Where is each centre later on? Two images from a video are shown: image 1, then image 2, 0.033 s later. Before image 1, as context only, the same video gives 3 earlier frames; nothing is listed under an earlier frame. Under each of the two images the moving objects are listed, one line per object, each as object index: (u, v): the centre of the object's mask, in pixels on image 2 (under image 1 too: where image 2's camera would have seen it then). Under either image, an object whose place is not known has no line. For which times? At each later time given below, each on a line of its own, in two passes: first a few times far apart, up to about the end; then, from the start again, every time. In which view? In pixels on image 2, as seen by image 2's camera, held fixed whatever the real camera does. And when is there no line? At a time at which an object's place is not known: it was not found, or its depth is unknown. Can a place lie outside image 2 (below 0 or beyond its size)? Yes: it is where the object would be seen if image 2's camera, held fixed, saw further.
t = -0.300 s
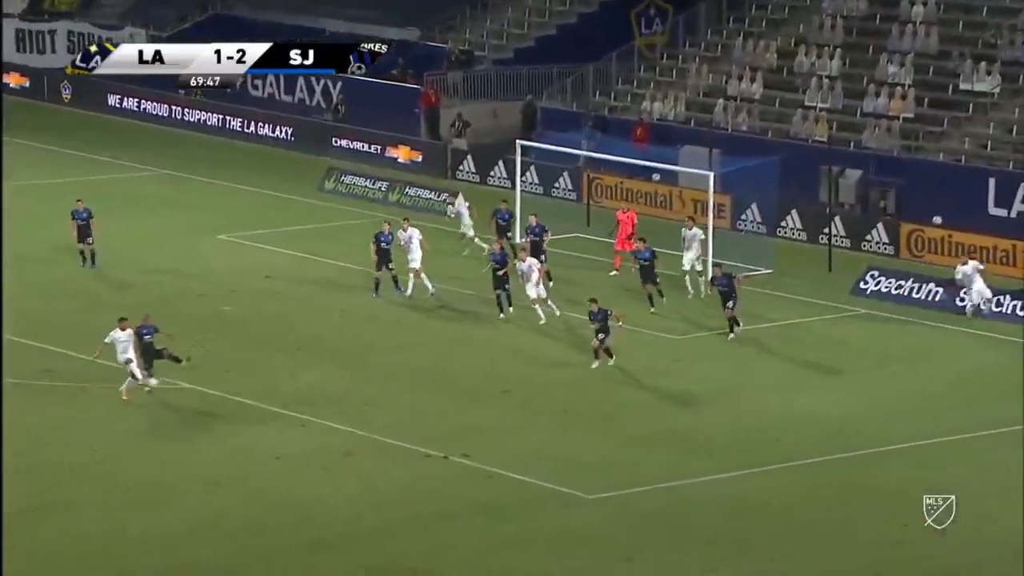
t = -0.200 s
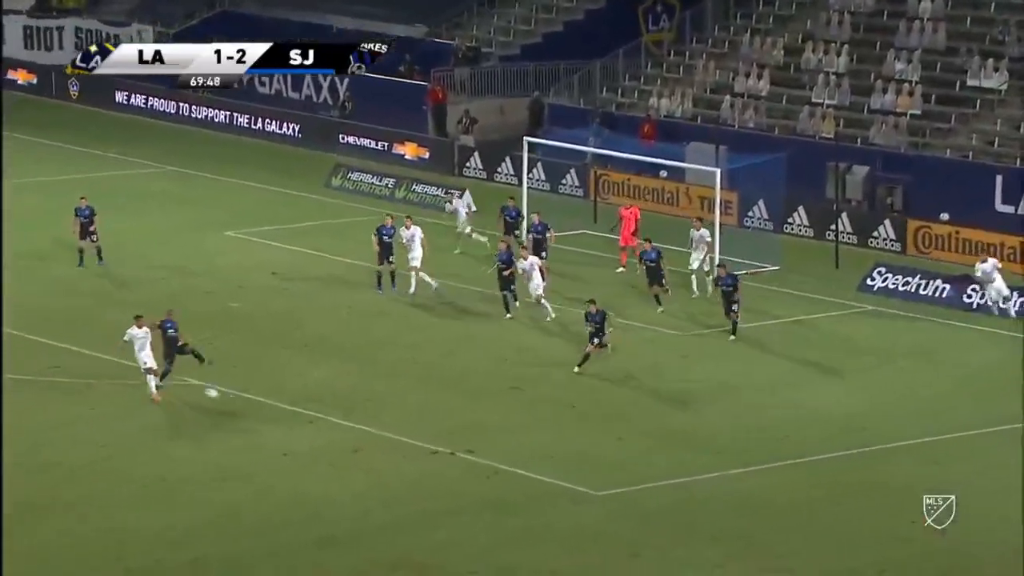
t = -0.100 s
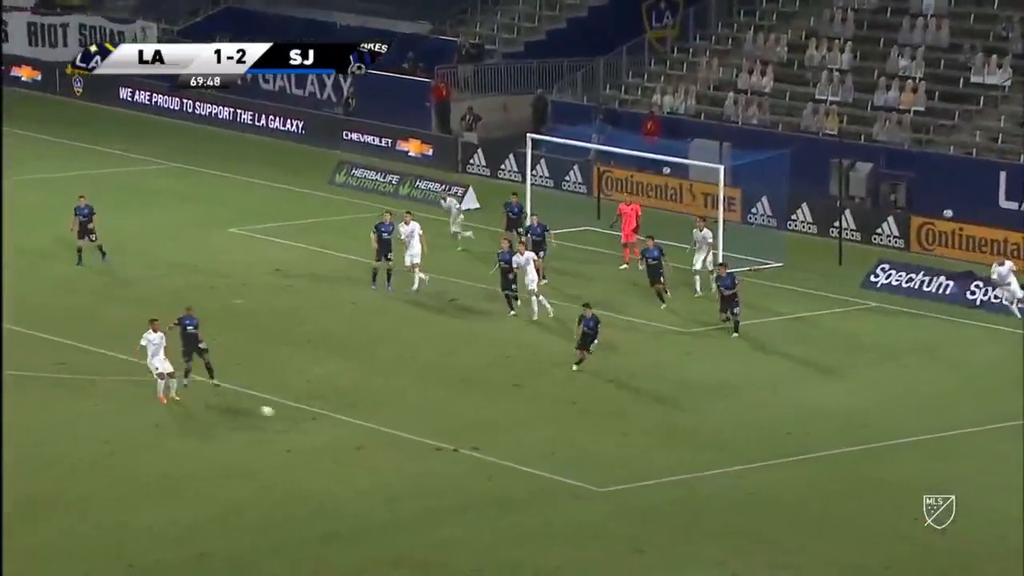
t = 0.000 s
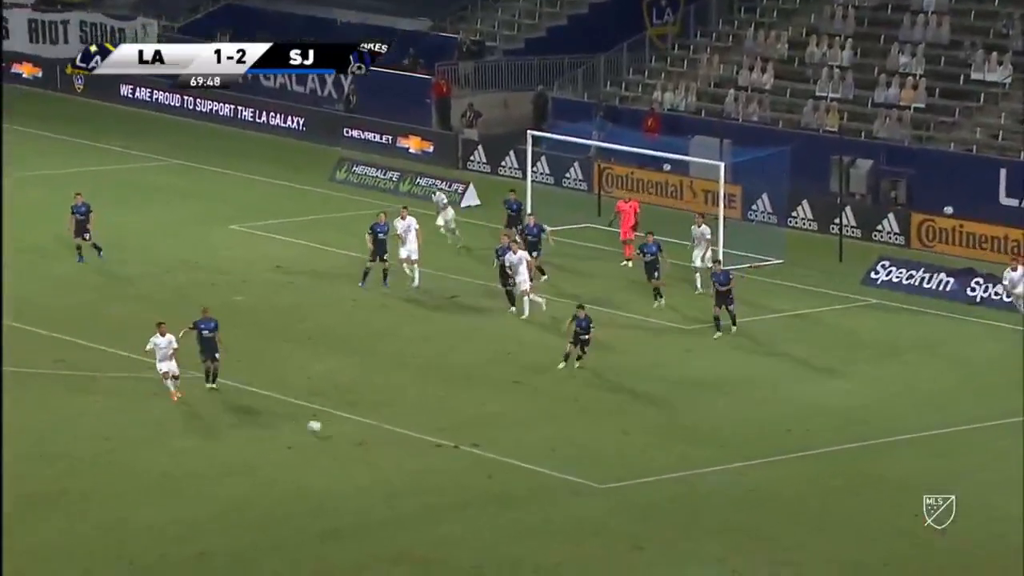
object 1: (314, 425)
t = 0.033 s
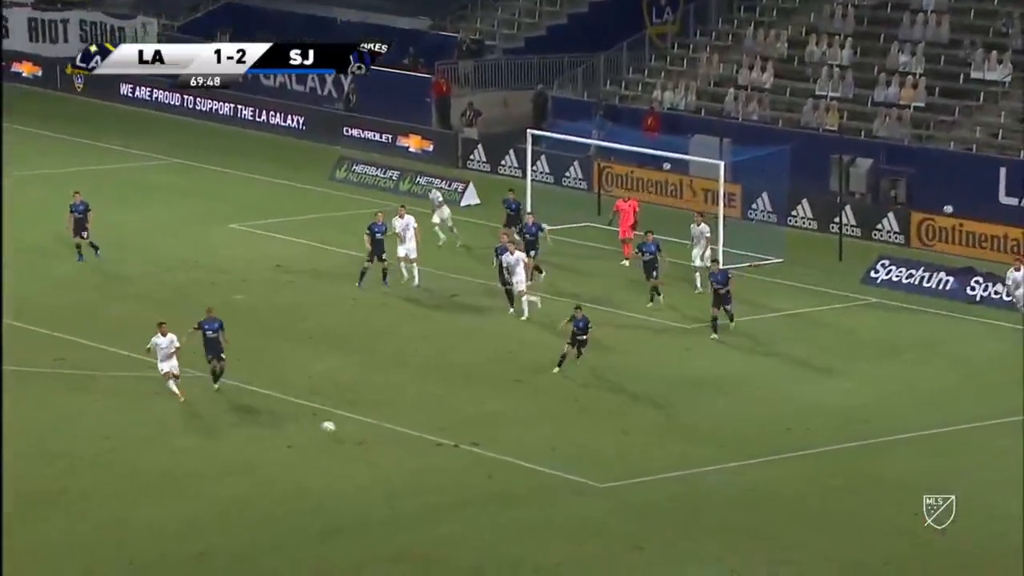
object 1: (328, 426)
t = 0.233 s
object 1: (411, 452)
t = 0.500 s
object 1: (505, 480)
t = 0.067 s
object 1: (343, 428)
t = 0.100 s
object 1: (356, 432)
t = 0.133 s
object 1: (370, 436)
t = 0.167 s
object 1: (384, 440)
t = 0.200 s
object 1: (398, 446)
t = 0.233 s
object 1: (411, 452)
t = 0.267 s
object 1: (424, 454)
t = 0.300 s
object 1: (435, 457)
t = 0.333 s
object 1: (447, 459)
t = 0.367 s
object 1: (459, 462)
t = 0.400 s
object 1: (471, 466)
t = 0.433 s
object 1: (482, 471)
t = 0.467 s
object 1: (494, 477)
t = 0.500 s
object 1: (505, 480)
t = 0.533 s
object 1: (516, 482)
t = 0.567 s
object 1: (526, 484)
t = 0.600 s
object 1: (537, 488)
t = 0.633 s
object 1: (546, 492)
